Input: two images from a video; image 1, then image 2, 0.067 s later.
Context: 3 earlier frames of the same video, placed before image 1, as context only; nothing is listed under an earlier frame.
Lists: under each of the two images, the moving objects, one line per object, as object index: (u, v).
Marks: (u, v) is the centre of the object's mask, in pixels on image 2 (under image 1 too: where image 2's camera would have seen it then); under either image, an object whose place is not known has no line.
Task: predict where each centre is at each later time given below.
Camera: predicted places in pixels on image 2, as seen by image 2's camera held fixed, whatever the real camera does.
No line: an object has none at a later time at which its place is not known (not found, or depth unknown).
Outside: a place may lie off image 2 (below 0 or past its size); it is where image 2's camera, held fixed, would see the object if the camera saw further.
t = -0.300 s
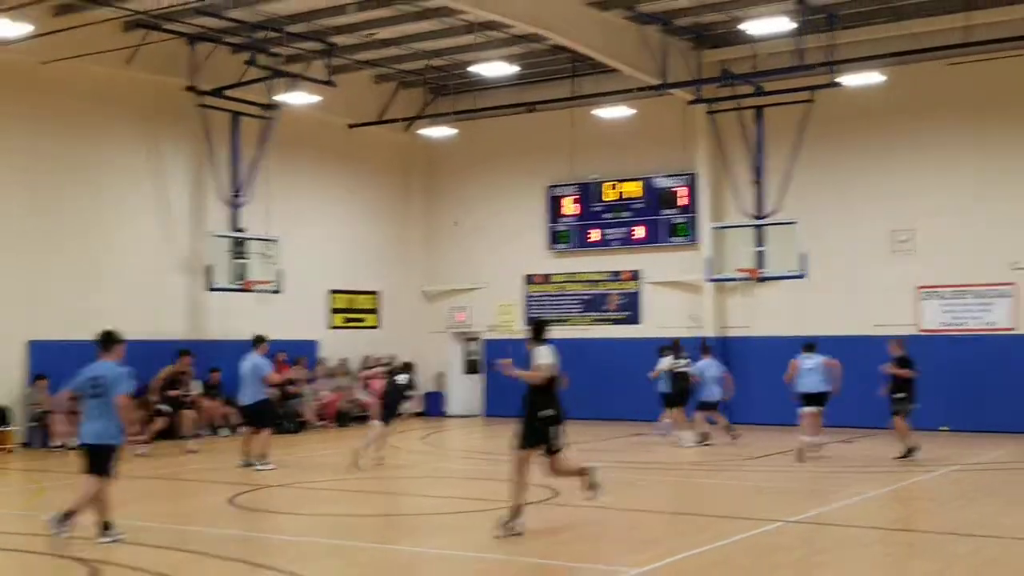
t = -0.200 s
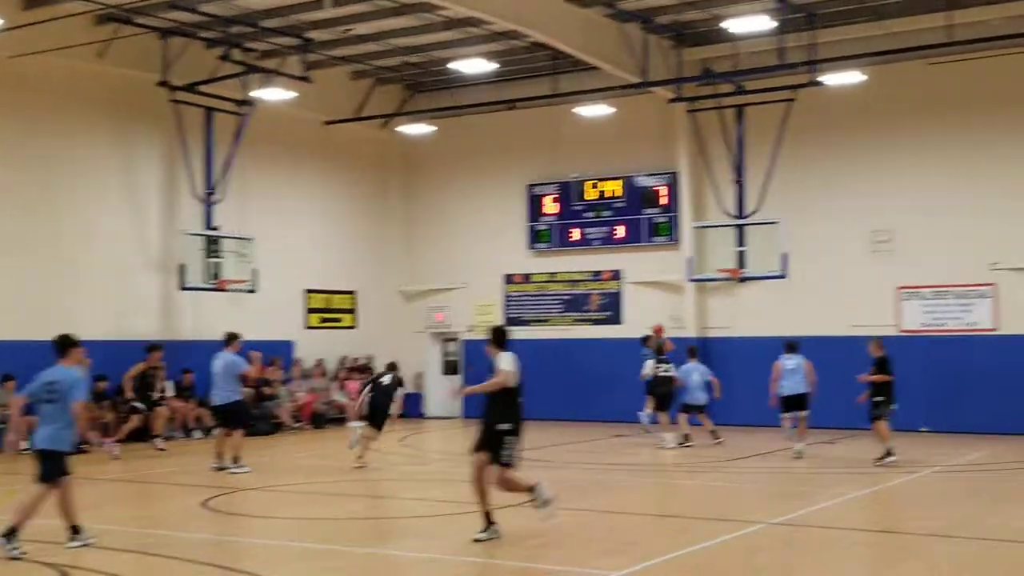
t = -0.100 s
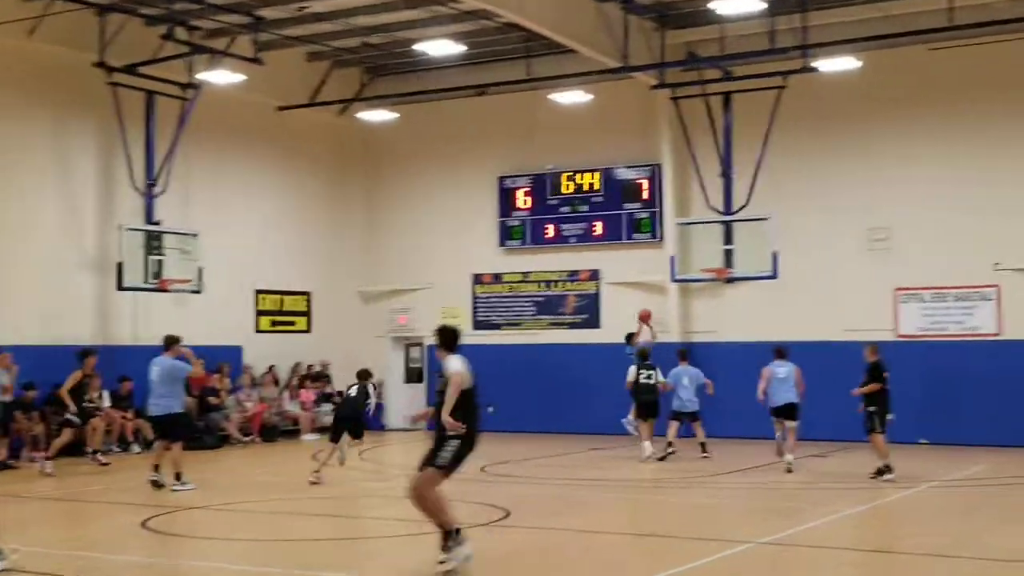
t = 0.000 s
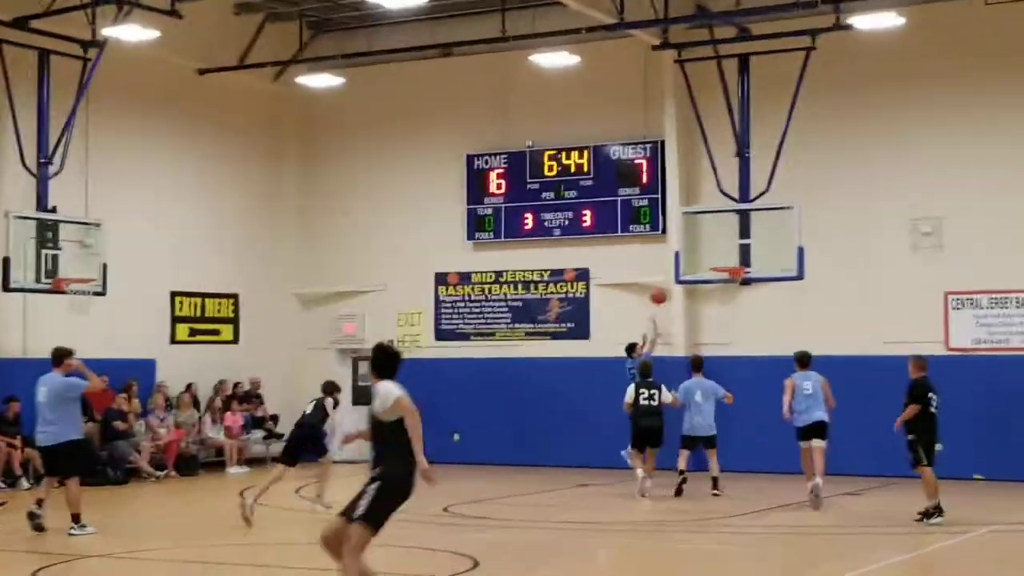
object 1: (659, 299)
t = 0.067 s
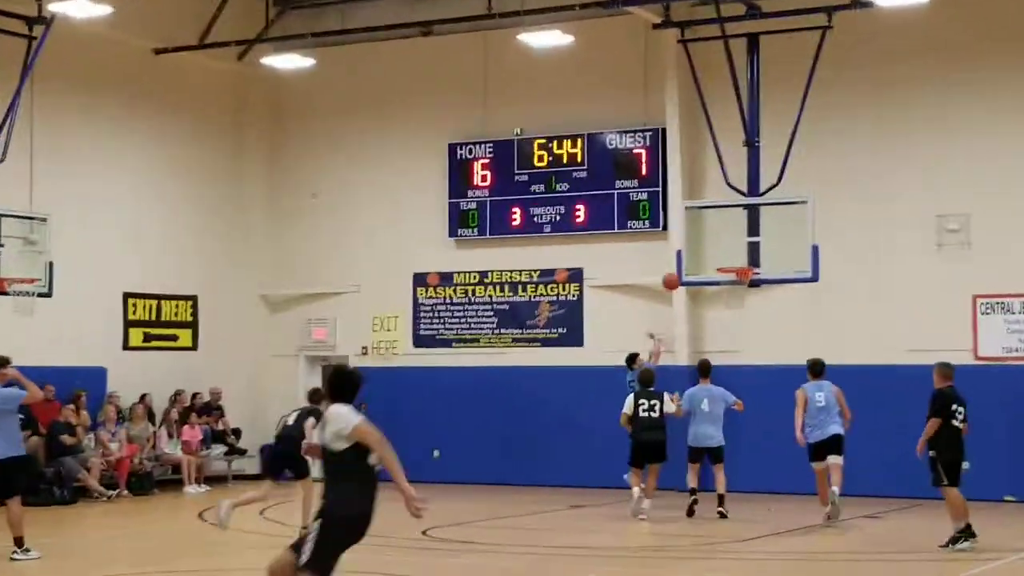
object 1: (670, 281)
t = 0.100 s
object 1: (677, 274)
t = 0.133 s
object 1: (683, 267)
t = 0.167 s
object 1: (689, 262)
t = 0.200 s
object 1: (696, 257)
